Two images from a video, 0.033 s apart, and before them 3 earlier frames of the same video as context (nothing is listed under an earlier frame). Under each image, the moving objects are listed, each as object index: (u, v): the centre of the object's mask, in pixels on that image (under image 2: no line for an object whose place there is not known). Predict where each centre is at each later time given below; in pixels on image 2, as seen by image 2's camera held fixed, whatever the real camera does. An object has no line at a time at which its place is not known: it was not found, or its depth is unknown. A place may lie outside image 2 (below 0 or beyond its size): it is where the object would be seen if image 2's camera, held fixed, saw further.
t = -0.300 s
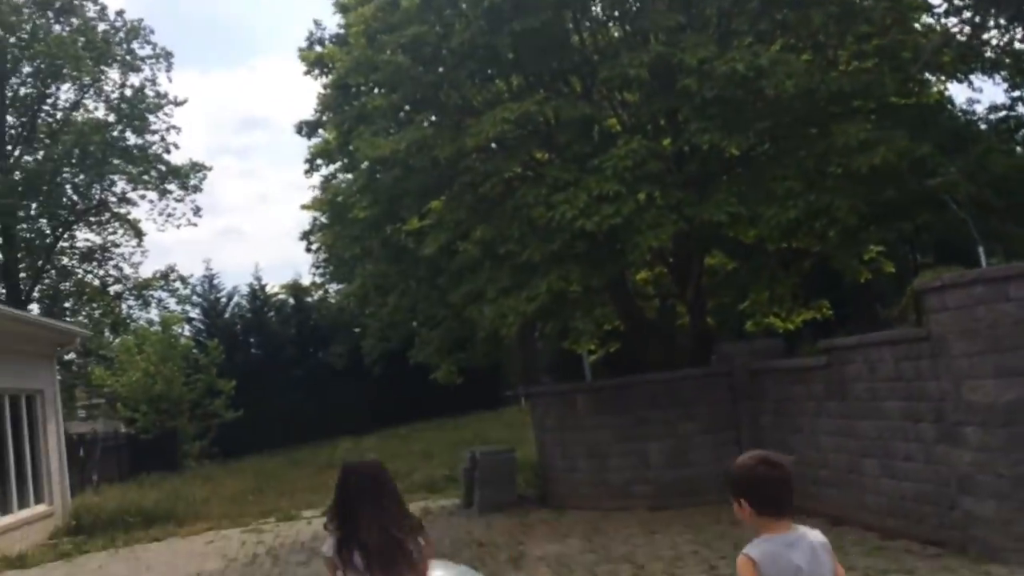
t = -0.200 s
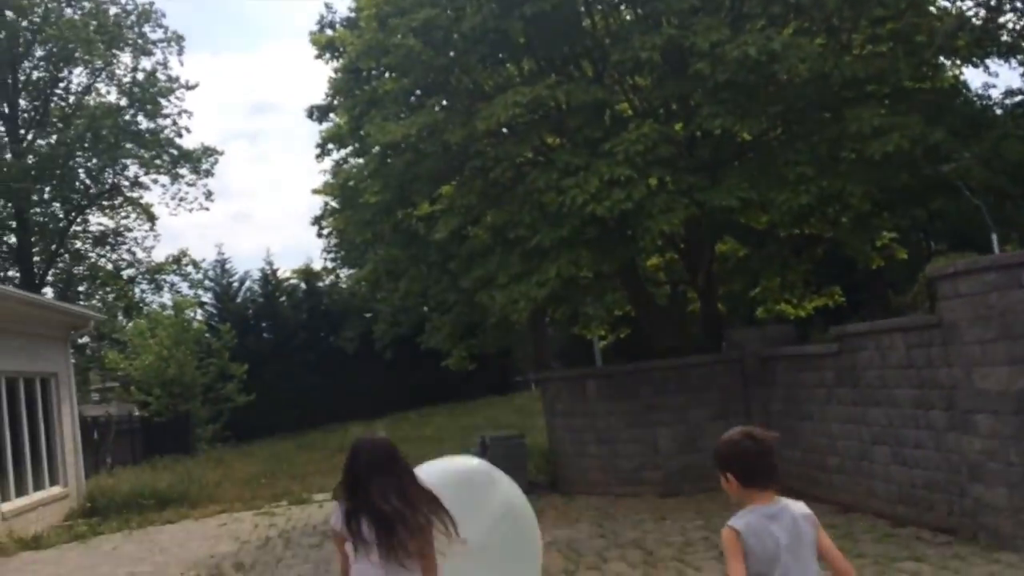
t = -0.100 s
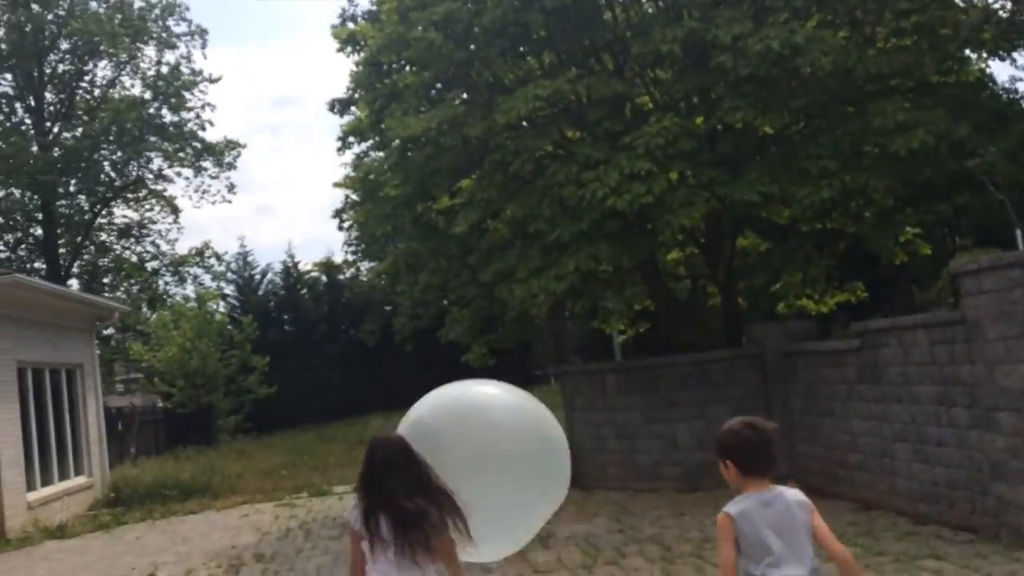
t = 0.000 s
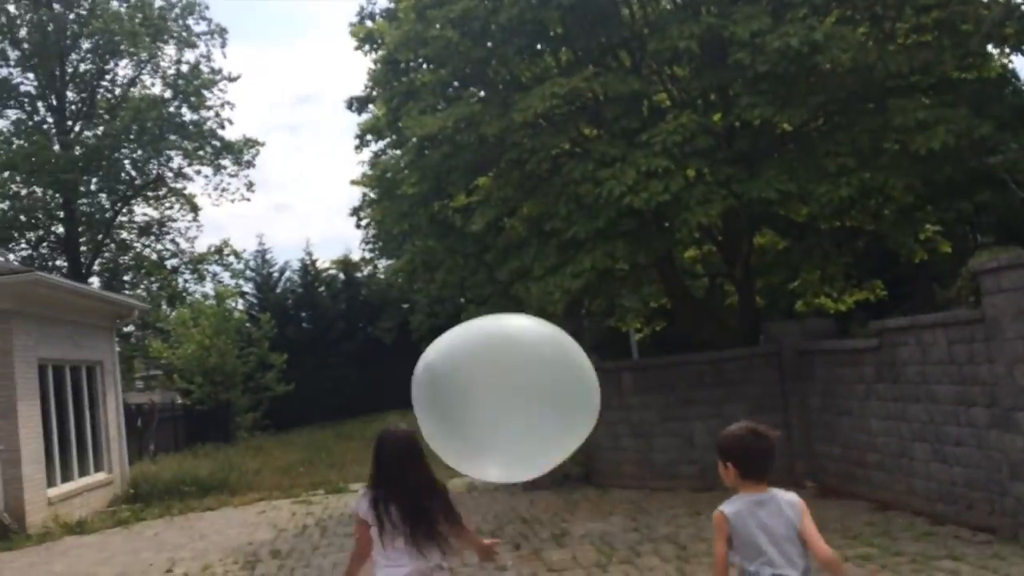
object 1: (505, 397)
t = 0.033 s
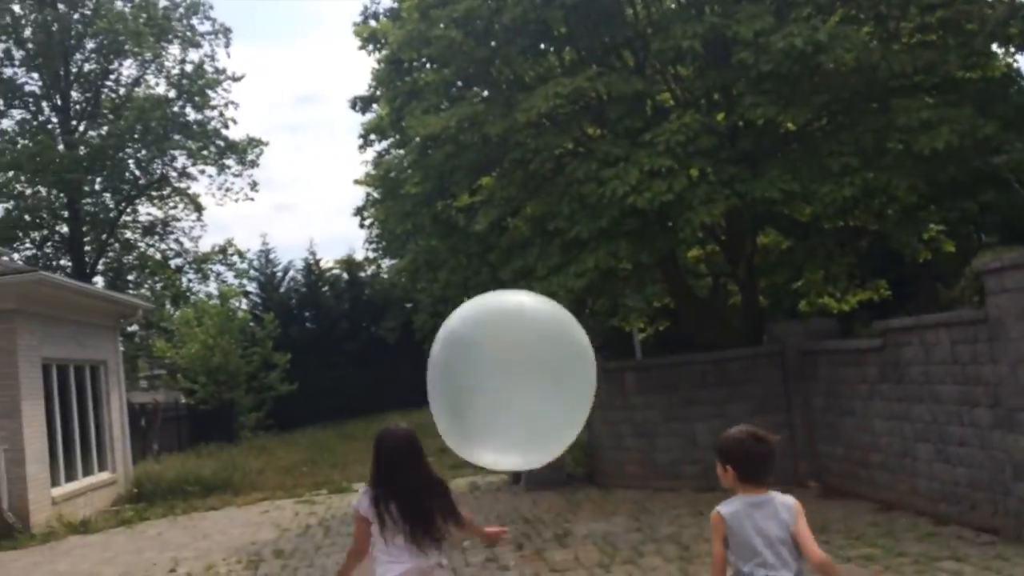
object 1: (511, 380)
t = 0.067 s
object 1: (517, 363)
